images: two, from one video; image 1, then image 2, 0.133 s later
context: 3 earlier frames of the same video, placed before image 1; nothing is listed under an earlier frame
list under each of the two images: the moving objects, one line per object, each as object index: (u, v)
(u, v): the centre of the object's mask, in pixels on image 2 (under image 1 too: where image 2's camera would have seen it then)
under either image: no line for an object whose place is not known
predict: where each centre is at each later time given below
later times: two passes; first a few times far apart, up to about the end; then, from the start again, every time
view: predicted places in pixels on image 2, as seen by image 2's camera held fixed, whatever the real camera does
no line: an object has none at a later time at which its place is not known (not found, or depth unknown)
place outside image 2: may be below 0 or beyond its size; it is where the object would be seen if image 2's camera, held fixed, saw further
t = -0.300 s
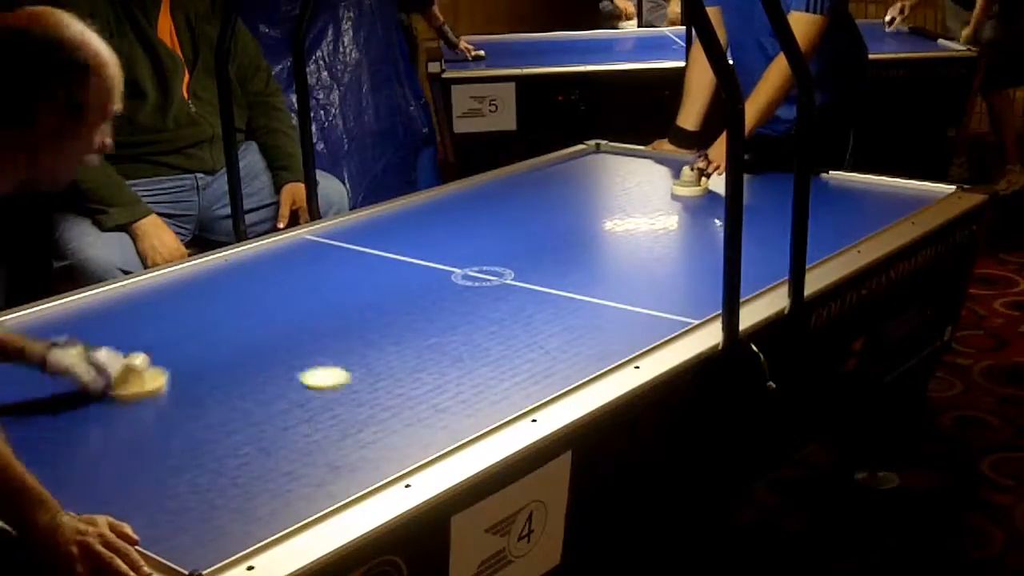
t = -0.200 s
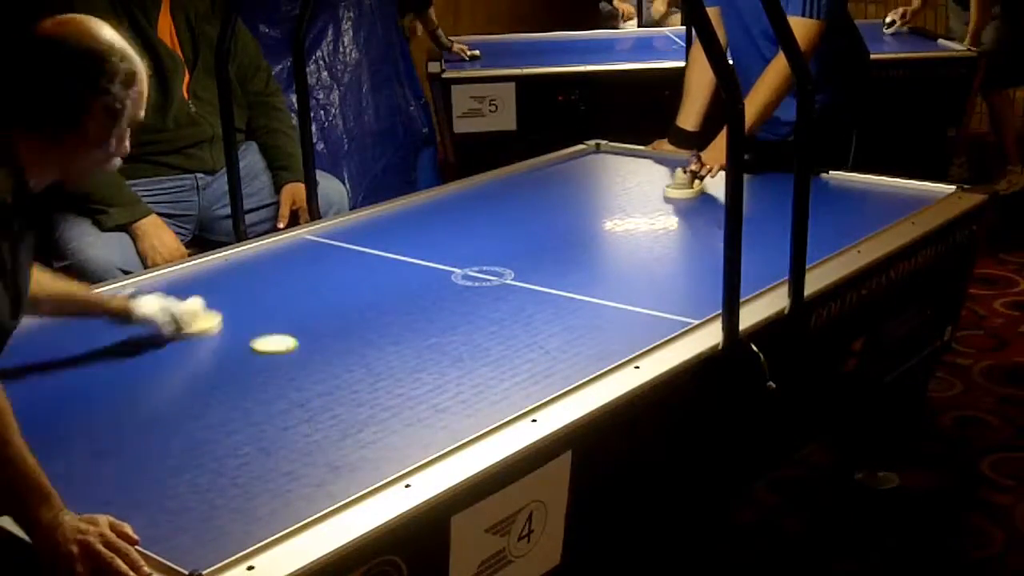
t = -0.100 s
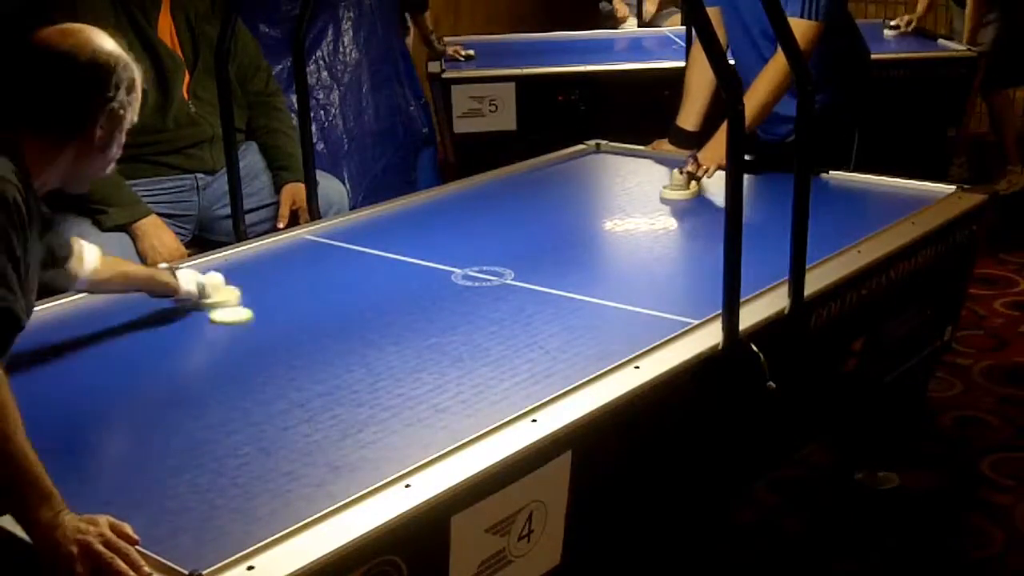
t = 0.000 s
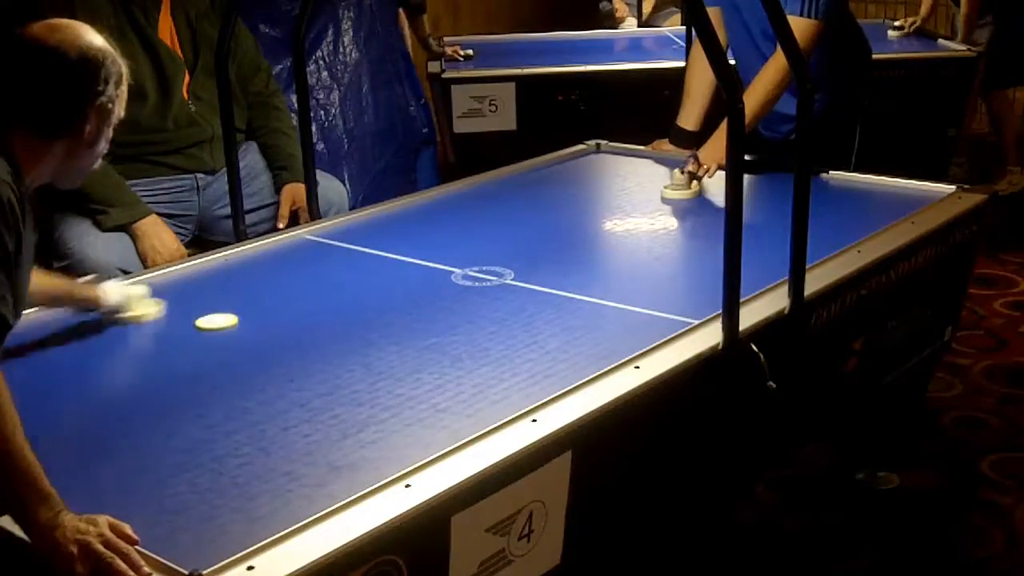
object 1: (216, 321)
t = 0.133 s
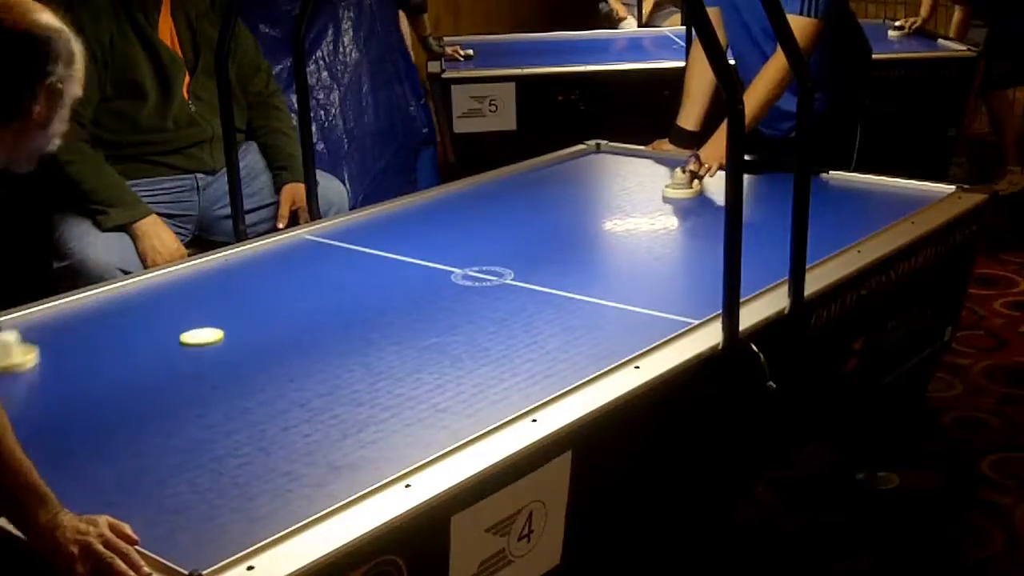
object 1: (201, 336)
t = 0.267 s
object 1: (185, 352)
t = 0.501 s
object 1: (153, 383)
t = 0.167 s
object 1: (197, 340)
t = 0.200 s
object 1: (193, 344)
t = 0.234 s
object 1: (189, 348)
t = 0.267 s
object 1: (185, 352)
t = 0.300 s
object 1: (180, 356)
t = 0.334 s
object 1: (176, 361)
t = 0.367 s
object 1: (172, 365)
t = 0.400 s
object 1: (167, 369)
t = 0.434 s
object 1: (163, 373)
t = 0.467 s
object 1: (158, 378)
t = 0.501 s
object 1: (153, 383)
